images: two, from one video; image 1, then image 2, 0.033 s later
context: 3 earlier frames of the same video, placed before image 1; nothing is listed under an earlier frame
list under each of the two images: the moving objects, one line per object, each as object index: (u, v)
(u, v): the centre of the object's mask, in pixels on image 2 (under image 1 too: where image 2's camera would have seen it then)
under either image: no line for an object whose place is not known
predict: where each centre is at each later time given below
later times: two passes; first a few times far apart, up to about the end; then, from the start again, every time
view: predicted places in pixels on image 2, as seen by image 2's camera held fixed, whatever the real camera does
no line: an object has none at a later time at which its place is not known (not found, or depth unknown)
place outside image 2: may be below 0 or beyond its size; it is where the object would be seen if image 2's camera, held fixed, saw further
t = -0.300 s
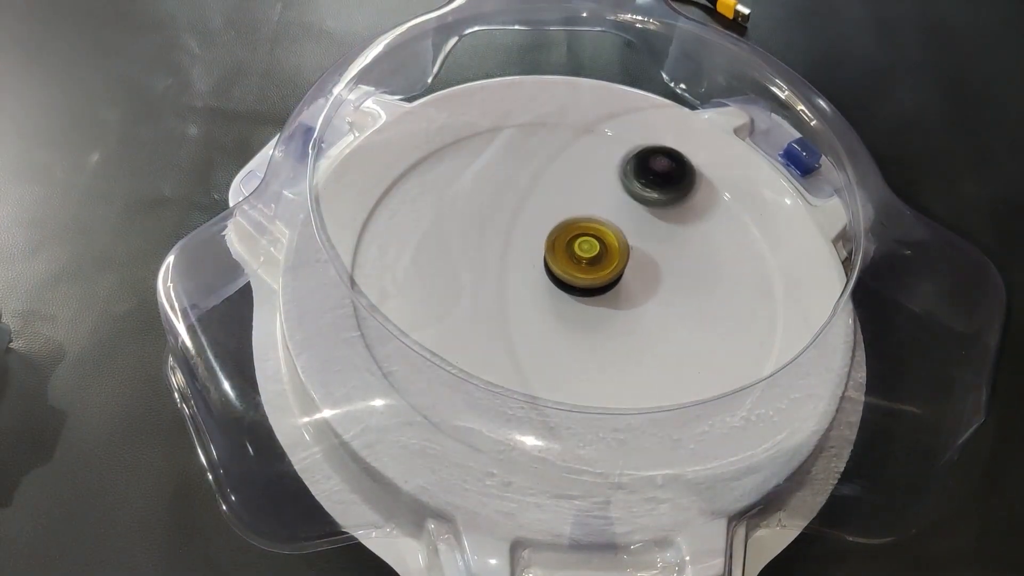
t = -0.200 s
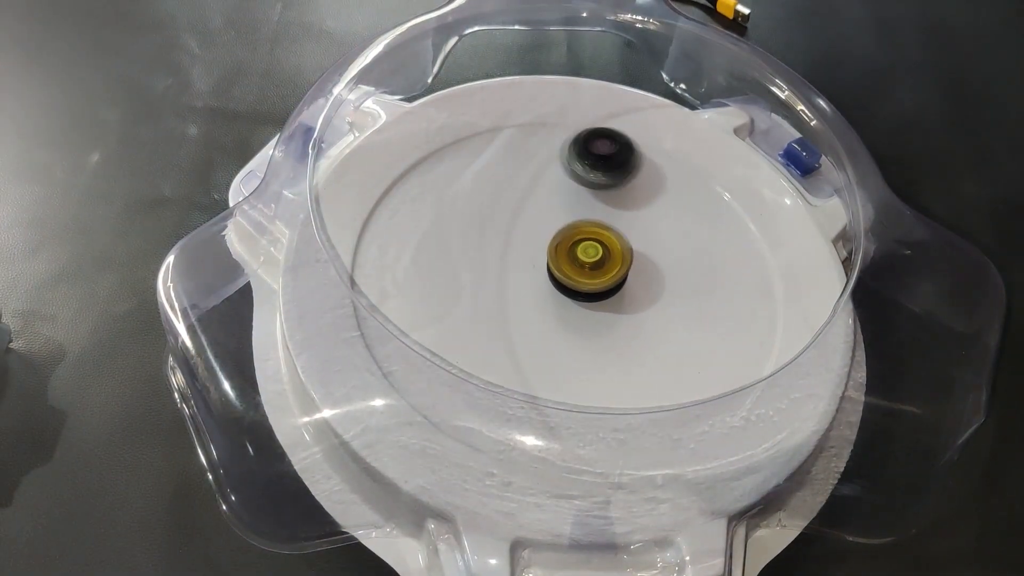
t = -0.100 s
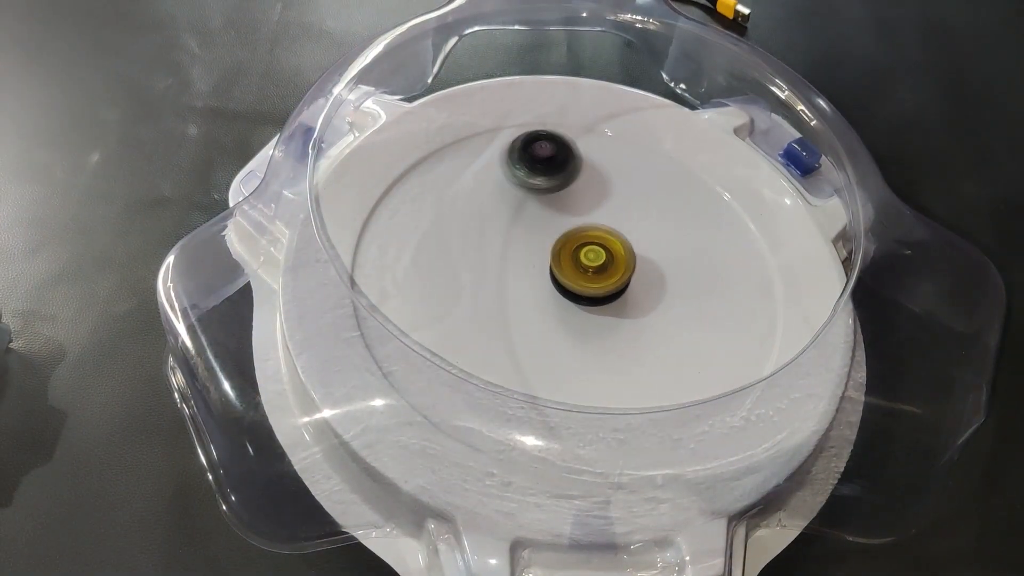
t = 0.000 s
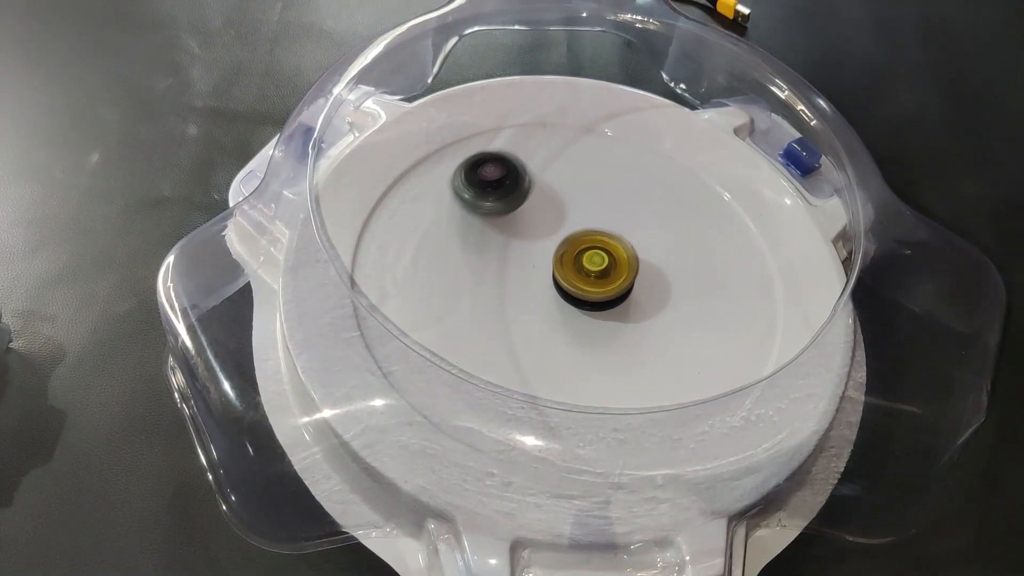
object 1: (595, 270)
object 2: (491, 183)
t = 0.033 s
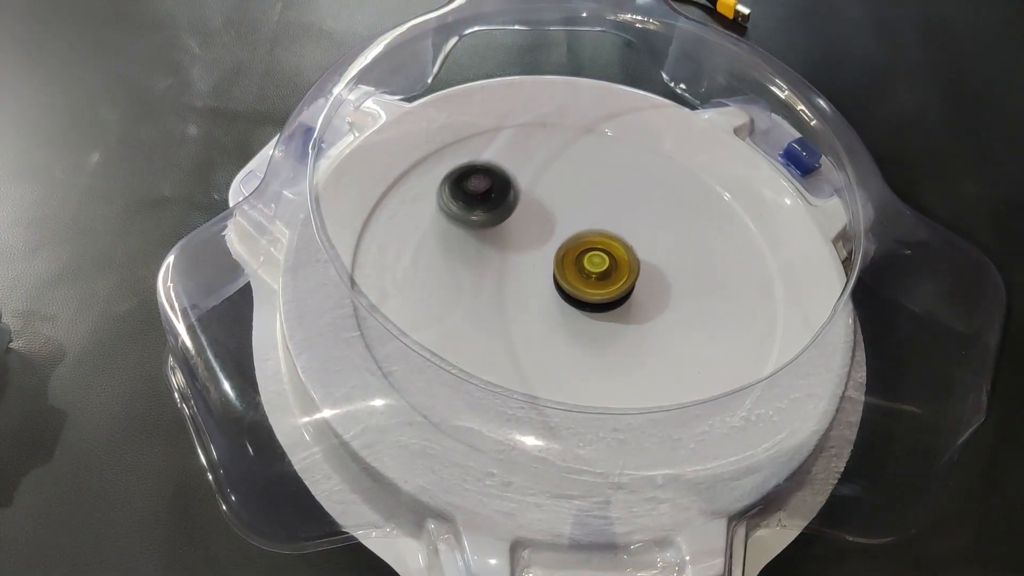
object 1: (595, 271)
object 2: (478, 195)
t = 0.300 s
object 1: (597, 280)
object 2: (481, 328)
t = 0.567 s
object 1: (589, 282)
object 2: (657, 371)
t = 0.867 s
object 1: (574, 279)
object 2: (717, 239)
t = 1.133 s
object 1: (567, 278)
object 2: (592, 162)
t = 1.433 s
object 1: (579, 269)
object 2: (460, 237)
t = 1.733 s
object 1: (589, 256)
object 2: (551, 371)
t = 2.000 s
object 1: (596, 251)
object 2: (706, 327)
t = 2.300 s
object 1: (594, 257)
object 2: (667, 191)
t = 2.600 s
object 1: (589, 270)
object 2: (507, 181)
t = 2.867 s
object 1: (582, 280)
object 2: (468, 298)
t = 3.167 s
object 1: (574, 285)
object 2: (637, 370)
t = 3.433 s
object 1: (577, 279)
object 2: (713, 249)
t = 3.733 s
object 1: (581, 264)
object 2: (585, 167)
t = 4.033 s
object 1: (586, 254)
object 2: (465, 245)
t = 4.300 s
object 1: (592, 254)
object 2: (544, 363)
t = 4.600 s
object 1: (593, 261)
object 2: (704, 317)
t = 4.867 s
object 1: (591, 273)
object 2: (670, 200)
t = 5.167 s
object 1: (583, 281)
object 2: (518, 184)
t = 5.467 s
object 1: (575, 280)
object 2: (479, 307)
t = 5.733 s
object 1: (569, 274)
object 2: (626, 367)
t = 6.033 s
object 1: (578, 267)
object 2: (707, 258)
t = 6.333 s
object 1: (592, 259)
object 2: (592, 173)
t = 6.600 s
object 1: (599, 257)
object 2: (479, 226)
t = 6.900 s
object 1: (595, 262)
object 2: (539, 354)
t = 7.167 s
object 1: (586, 271)
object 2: (685, 334)
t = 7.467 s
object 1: (574, 280)
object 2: (672, 208)
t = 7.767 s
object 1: (566, 279)
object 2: (528, 185)
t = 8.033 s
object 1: (575, 275)
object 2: (474, 283)
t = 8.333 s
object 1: (587, 264)
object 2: (615, 363)
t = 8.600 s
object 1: (598, 258)
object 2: (702, 277)
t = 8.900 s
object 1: (597, 261)
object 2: (613, 180)
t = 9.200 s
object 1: (589, 267)
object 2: (486, 226)
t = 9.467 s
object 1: (578, 274)
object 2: (523, 338)
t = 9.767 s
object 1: (567, 279)
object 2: (679, 332)
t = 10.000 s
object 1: (571, 281)
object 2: (687, 236)
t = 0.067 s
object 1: (596, 272)
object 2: (466, 209)
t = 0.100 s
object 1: (597, 274)
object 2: (458, 224)
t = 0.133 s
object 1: (597, 275)
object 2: (453, 241)
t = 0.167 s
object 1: (597, 276)
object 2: (452, 258)
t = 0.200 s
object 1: (598, 277)
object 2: (453, 275)
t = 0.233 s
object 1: (598, 278)
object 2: (459, 293)
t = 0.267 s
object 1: (597, 279)
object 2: (468, 310)
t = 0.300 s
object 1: (597, 280)
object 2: (481, 328)
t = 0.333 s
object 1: (596, 280)
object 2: (498, 344)
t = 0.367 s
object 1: (596, 281)
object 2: (518, 358)
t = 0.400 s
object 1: (595, 281)
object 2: (540, 367)
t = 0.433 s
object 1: (594, 281)
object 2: (562, 376)
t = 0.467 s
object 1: (592, 282)
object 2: (587, 381)
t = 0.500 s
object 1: (591, 282)
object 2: (611, 381)
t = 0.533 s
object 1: (590, 282)
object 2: (634, 377)
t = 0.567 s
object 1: (589, 282)
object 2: (657, 371)
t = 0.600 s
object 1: (587, 281)
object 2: (677, 363)
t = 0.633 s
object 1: (585, 281)
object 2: (693, 352)
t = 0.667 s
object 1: (583, 281)
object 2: (706, 338)
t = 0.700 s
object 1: (582, 280)
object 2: (715, 322)
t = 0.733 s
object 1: (580, 280)
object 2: (722, 306)
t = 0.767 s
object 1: (578, 280)
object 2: (725, 289)
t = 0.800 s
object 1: (576, 280)
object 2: (725, 271)
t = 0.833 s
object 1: (575, 279)
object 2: (723, 255)
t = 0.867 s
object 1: (574, 279)
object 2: (717, 239)
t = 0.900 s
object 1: (572, 278)
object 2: (709, 223)
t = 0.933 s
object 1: (570, 277)
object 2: (697, 208)
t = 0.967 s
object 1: (567, 277)
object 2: (684, 196)
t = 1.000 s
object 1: (566, 277)
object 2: (668, 185)
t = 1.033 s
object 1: (566, 278)
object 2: (651, 176)
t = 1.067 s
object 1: (566, 278)
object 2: (631, 169)
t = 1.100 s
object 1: (566, 278)
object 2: (613, 164)
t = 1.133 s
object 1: (567, 278)
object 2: (592, 162)
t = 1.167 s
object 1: (568, 279)
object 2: (573, 163)
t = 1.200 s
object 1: (570, 280)
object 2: (554, 165)
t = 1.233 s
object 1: (572, 279)
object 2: (536, 169)
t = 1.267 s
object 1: (573, 277)
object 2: (518, 176)
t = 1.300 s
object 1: (574, 275)
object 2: (502, 184)
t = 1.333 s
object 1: (575, 274)
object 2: (488, 195)
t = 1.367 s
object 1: (577, 273)
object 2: (476, 208)
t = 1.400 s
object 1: (578, 271)
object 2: (466, 222)
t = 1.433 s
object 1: (579, 269)
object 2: (460, 237)
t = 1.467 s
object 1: (580, 268)
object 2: (456, 253)
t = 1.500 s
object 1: (581, 266)
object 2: (455, 270)
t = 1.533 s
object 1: (583, 265)
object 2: (459, 289)
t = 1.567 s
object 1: (584, 263)
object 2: (467, 306)
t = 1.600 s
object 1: (585, 261)
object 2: (478, 323)
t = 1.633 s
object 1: (586, 260)
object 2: (492, 339)
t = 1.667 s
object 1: (587, 259)
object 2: (509, 351)
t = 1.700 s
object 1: (588, 257)
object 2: (528, 362)
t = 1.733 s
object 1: (589, 256)
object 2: (551, 371)
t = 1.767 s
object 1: (590, 255)
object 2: (575, 379)
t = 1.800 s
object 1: (591, 255)
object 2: (599, 381)
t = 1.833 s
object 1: (592, 254)
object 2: (622, 377)
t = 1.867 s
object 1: (593, 252)
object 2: (644, 373)
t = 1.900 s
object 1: (594, 252)
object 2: (663, 367)
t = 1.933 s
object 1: (594, 252)
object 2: (682, 356)
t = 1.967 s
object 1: (595, 252)
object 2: (696, 342)
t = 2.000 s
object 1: (596, 251)
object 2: (706, 327)
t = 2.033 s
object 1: (596, 252)
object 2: (713, 312)
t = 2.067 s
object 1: (596, 252)
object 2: (717, 295)
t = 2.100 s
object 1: (596, 252)
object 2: (718, 279)
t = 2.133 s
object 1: (596, 253)
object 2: (716, 262)
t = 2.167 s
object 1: (595, 253)
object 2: (712, 246)
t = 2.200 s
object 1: (595, 254)
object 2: (705, 230)
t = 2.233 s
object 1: (595, 255)
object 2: (695, 215)
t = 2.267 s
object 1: (595, 256)
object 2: (682, 203)
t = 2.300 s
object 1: (594, 257)
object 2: (667, 191)
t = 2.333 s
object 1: (594, 258)
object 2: (651, 181)
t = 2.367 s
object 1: (593, 260)
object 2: (634, 173)
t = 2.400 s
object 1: (594, 261)
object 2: (616, 168)
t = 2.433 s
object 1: (593, 262)
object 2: (597, 165)
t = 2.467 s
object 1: (592, 264)
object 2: (578, 164)
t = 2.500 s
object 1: (591, 265)
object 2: (559, 165)
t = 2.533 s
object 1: (591, 267)
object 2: (541, 168)
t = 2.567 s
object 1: (590, 268)
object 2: (524, 174)
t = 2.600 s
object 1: (589, 270)
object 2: (507, 181)
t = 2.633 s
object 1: (588, 271)
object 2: (493, 191)
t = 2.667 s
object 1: (588, 272)
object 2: (481, 203)
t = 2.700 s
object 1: (587, 274)
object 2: (471, 216)
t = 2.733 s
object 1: (585, 275)
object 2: (463, 230)
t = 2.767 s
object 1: (584, 276)
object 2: (459, 245)
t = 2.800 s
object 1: (584, 278)
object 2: (458, 263)
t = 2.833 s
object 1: (583, 279)
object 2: (461, 281)
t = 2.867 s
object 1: (582, 280)
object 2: (468, 298)
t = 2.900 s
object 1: (580, 281)
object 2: (477, 314)
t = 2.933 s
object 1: (580, 282)
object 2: (491, 329)
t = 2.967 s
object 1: (579, 283)
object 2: (506, 343)
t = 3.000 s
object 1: (578, 283)
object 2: (526, 355)
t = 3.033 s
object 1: (577, 284)
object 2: (548, 365)
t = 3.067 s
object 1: (576, 285)
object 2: (571, 371)
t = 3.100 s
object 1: (575, 285)
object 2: (593, 373)
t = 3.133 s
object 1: (575, 285)
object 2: (616, 373)
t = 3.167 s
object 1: (574, 285)
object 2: (637, 370)
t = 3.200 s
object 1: (574, 285)
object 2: (658, 364)
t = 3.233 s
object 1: (575, 284)
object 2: (676, 354)
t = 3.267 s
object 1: (575, 284)
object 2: (690, 342)
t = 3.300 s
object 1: (575, 283)
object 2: (701, 328)
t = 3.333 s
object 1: (575, 283)
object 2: (710, 313)
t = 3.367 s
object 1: (576, 282)
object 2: (715, 297)
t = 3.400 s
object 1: (576, 281)
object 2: (717, 281)
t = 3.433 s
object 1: (577, 279)
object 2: (713, 249)
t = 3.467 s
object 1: (577, 277)
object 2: (707, 234)
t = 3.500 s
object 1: (577, 276)
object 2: (698, 219)
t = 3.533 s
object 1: (577, 274)
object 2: (686, 206)
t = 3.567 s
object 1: (578, 273)
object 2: (672, 195)
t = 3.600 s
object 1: (579, 271)
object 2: (657, 185)
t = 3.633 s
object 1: (579, 270)
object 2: (639, 177)
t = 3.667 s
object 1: (579, 268)
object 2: (622, 172)
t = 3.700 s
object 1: (580, 266)
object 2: (604, 168)
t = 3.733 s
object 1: (581, 264)
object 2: (585, 167)
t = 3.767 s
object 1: (581, 263)
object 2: (567, 168)
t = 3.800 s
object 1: (581, 262)
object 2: (548, 171)
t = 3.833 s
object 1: (582, 261)
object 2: (532, 176)
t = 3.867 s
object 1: (583, 259)
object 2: (516, 183)
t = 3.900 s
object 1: (583, 258)
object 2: (502, 192)
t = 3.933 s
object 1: (584, 257)
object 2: (489, 204)
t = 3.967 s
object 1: (585, 256)
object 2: (478, 217)
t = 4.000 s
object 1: (586, 255)
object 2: (470, 231)
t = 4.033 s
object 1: (586, 254)
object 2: (465, 245)
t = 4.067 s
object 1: (588, 254)
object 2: (464, 261)
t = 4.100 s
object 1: (589, 253)
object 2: (465, 278)
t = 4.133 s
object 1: (589, 253)
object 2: (470, 295)
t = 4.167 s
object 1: (589, 253)
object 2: (480, 312)
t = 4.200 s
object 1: (591, 253)
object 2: (491, 326)
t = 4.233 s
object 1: (591, 253)
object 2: (505, 340)
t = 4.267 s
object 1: (591, 253)
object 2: (523, 353)
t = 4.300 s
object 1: (592, 254)
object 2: (544, 363)
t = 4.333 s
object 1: (592, 254)
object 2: (566, 369)
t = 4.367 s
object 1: (592, 255)
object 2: (588, 373)
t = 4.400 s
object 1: (592, 256)
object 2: (610, 373)
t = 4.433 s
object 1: (593, 256)
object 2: (631, 371)
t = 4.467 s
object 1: (593, 257)
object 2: (652, 365)
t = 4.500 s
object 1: (593, 258)
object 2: (669, 356)
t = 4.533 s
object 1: (593, 259)
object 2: (684, 345)
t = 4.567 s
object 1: (593, 260)
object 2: (695, 331)
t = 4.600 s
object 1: (593, 261)
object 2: (704, 317)
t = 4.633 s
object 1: (593, 263)
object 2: (709, 302)
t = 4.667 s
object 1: (593, 264)
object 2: (712, 286)
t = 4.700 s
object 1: (593, 265)
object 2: (711, 271)
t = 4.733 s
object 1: (592, 267)
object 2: (708, 255)
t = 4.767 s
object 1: (592, 268)
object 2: (702, 239)
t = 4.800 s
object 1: (592, 270)
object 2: (693, 224)
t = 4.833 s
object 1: (591, 271)
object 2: (682, 211)
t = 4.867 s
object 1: (591, 273)
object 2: (670, 200)
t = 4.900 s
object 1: (591, 274)
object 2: (655, 190)
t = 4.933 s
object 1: (590, 275)
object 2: (638, 182)
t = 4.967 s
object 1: (589, 276)
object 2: (622, 176)
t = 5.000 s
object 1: (588, 277)
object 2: (603, 172)
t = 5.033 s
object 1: (587, 278)
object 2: (585, 170)
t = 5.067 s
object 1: (586, 279)
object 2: (568, 171)
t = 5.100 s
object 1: (585, 280)
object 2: (550, 173)
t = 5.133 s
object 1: (584, 281)
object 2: (533, 178)
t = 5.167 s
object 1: (583, 281)
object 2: (518, 184)
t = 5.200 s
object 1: (581, 281)
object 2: (503, 192)
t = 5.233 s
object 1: (581, 282)
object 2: (491, 202)
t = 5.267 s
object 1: (580, 282)
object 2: (481, 214)
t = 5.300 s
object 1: (578, 282)
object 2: (472, 228)
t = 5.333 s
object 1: (578, 282)
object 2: (467, 243)
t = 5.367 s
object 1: (577, 281)
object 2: (465, 259)
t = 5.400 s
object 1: (576, 281)
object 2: (466, 274)
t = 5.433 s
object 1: (575, 281)
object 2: (471, 290)
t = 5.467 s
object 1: (575, 280)
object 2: (479, 307)
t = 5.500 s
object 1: (574, 279)
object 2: (491, 322)
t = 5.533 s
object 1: (572, 278)
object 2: (506, 336)
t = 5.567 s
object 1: (572, 277)
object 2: (522, 347)
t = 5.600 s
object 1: (570, 276)
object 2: (540, 356)
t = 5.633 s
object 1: (569, 275)
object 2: (562, 364)
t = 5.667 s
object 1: (568, 275)
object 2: (584, 368)
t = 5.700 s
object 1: (569, 275)
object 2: (605, 369)
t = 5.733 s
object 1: (569, 274)
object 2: (626, 367)
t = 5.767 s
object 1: (569, 274)
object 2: (645, 363)
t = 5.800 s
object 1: (570, 274)
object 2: (663, 354)
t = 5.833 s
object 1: (571, 273)
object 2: (678, 343)
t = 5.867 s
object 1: (572, 272)
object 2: (690, 331)
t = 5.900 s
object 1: (573, 272)
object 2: (699, 318)
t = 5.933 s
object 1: (574, 270)
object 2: (706, 302)
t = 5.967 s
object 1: (575, 270)
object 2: (709, 287)
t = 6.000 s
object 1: (577, 269)
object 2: (709, 272)
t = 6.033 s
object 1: (578, 267)
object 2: (707, 258)
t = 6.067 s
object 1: (579, 267)
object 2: (702, 241)
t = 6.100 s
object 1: (581, 266)
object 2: (694, 228)
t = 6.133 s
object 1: (583, 265)
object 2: (685, 215)
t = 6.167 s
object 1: (584, 264)
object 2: (672, 203)
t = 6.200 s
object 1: (585, 263)
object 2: (659, 193)
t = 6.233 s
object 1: (587, 262)
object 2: (643, 185)
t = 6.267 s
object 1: (588, 261)
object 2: (627, 178)
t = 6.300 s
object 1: (590, 260)
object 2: (610, 175)
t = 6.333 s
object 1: (592, 259)
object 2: (592, 173)
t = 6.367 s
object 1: (593, 258)
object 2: (574, 172)
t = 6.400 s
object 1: (594, 258)
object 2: (557, 174)
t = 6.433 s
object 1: (596, 258)
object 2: (540, 179)
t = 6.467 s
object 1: (597, 257)
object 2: (525, 184)
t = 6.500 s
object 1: (597, 257)
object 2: (511, 192)
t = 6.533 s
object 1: (599, 257)
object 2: (499, 201)
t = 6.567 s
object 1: (599, 257)
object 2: (488, 213)
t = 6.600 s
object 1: (599, 257)
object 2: (479, 226)
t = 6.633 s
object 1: (600, 258)
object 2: (473, 240)
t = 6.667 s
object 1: (599, 258)
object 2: (471, 255)
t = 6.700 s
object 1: (599, 258)
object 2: (471, 270)
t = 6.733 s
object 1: (599, 259)
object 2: (474, 287)
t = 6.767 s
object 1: (597, 259)
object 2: (482, 303)
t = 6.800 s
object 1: (597, 260)
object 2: (492, 317)
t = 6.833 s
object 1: (596, 260)
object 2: (504, 330)
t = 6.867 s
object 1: (596, 260)
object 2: (520, 344)
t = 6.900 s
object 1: (595, 262)
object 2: (539, 354)
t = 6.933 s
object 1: (594, 262)
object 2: (558, 361)
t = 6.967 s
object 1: (593, 263)
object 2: (578, 366)
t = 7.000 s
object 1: (592, 265)
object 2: (600, 368)
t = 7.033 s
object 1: (591, 266)
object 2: (621, 367)
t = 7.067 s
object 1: (590, 267)
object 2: (639, 363)
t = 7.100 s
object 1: (588, 268)
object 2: (656, 356)
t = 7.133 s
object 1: (587, 270)
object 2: (673, 347)
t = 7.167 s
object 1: (586, 271)
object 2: (685, 334)
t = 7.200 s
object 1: (584, 272)
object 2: (694, 321)
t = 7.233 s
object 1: (583, 273)
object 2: (701, 308)
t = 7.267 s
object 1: (581, 275)
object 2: (706, 293)
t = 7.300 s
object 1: (580, 276)
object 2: (706, 278)
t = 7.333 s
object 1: (579, 277)
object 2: (704, 262)
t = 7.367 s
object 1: (578, 278)
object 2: (700, 248)
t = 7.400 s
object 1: (576, 279)
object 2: (693, 234)
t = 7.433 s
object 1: (576, 279)
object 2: (684, 221)
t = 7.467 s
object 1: (574, 280)
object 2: (672, 208)
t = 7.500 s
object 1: (574, 280)
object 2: (659, 198)
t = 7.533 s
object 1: (574, 280)
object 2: (645, 191)
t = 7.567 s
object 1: (573, 280)
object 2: (629, 184)
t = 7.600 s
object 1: (572, 279)
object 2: (612, 179)
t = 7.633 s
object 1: (571, 278)
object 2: (594, 176)
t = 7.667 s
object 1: (568, 277)
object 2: (578, 176)
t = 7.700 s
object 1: (567, 278)
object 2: (561, 177)
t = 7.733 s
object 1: (567, 279)
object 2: (544, 180)
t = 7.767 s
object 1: (566, 279)
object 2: (528, 185)
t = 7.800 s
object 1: (567, 279)
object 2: (515, 192)
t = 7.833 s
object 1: (568, 279)
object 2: (502, 201)
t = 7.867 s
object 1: (568, 279)
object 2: (491, 212)
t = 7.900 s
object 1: (570, 280)
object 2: (482, 224)
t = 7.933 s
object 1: (572, 279)
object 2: (475, 238)
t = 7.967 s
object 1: (573, 278)
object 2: (472, 252)
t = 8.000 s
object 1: (574, 277)
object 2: (471, 267)
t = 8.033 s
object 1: (575, 275)
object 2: (474, 283)
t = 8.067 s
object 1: (576, 275)
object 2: (481, 299)
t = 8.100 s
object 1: (577, 274)
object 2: (489, 312)
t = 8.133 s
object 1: (579, 272)
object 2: (502, 326)
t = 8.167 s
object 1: (580, 271)
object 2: (518, 339)
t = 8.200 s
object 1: (582, 270)
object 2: (535, 349)
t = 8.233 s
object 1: (583, 268)
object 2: (555, 357)
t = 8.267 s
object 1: (584, 267)
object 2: (574, 362)
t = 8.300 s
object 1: (586, 266)
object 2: (595, 364)
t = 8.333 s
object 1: (587, 264)
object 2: (615, 363)
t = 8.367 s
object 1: (589, 264)
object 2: (633, 359)
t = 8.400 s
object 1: (590, 262)
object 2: (651, 353)
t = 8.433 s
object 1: (591, 261)
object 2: (667, 343)
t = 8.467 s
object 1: (593, 261)
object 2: (679, 333)
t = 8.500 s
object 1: (594, 260)
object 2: (688, 320)
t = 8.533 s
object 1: (595, 259)
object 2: (696, 307)
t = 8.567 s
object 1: (597, 259)
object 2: (701, 292)
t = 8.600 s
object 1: (598, 258)
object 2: (702, 277)
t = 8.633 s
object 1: (598, 258)
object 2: (701, 263)
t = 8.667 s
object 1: (599, 258)
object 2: (697, 248)
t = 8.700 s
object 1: (599, 258)
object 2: (691, 234)
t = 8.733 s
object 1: (600, 259)
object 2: (682, 221)
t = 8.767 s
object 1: (600, 259)
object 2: (672, 210)
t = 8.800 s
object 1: (599, 260)
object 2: (658, 200)
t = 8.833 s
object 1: (600, 260)
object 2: (644, 191)
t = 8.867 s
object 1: (598, 261)
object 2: (628, 185)
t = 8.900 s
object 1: (597, 261)
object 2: (613, 180)
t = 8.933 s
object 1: (597, 261)
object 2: (596, 177)
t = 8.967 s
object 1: (595, 261)
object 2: (579, 177)
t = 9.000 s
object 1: (595, 263)
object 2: (562, 179)
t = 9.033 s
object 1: (594, 263)
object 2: (546, 182)
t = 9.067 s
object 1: (593, 264)
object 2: (531, 187)
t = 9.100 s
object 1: (593, 265)
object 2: (517, 194)
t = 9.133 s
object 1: (592, 265)
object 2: (506, 203)
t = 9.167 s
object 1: (590, 267)
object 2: (495, 214)
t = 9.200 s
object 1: (589, 267)
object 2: (486, 226)
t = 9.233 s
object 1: (587, 268)
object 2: (480, 239)
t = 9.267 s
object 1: (586, 270)
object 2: (478, 254)
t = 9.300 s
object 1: (585, 270)
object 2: (478, 268)
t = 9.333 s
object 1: (583, 271)
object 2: (480, 284)
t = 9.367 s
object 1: (582, 272)
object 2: (487, 299)
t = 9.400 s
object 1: (580, 273)
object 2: (496, 313)
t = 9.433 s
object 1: (579, 274)
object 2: (508, 325)
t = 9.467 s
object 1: (578, 274)
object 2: (523, 338)
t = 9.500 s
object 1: (576, 275)
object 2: (540, 348)
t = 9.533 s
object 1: (575, 276)
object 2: (559, 355)
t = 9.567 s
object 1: (574, 276)
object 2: (577, 361)
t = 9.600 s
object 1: (572, 276)
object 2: (598, 363)
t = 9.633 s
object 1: (571, 276)
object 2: (618, 361)
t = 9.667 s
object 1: (569, 276)
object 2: (636, 357)
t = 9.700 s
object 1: (568, 277)
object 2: (653, 352)
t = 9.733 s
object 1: (567, 278)
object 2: (667, 342)
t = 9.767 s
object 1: (567, 279)
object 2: (679, 332)
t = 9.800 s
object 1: (567, 280)
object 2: (688, 319)
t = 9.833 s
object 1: (567, 280)
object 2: (695, 306)
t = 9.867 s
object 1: (567, 280)
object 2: (699, 291)
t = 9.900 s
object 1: (568, 281)
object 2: (699, 278)
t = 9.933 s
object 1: (568, 281)
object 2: (698, 264)
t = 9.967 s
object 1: (569, 282)
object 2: (694, 249)
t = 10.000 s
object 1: (571, 281)
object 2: (687, 236)
